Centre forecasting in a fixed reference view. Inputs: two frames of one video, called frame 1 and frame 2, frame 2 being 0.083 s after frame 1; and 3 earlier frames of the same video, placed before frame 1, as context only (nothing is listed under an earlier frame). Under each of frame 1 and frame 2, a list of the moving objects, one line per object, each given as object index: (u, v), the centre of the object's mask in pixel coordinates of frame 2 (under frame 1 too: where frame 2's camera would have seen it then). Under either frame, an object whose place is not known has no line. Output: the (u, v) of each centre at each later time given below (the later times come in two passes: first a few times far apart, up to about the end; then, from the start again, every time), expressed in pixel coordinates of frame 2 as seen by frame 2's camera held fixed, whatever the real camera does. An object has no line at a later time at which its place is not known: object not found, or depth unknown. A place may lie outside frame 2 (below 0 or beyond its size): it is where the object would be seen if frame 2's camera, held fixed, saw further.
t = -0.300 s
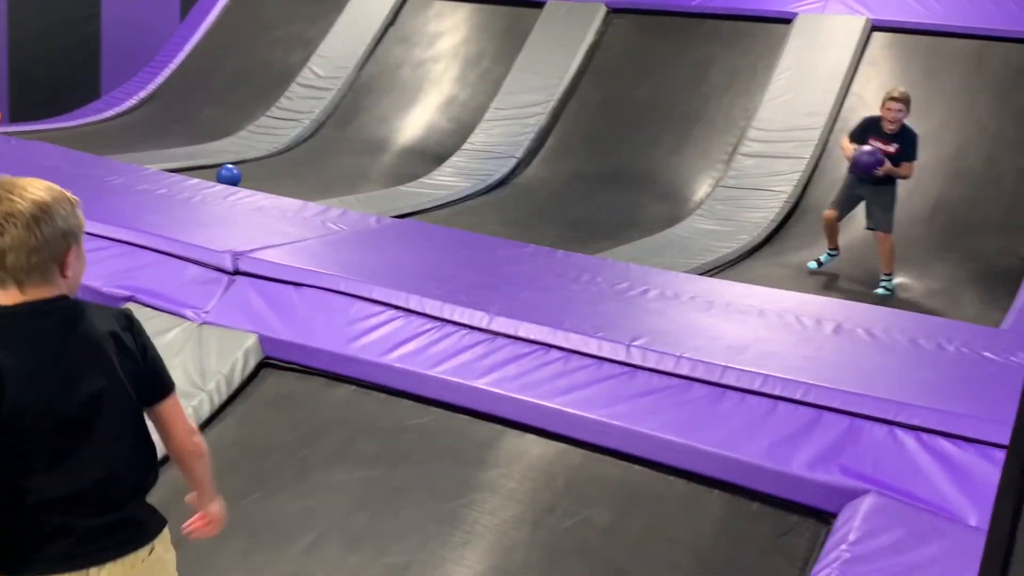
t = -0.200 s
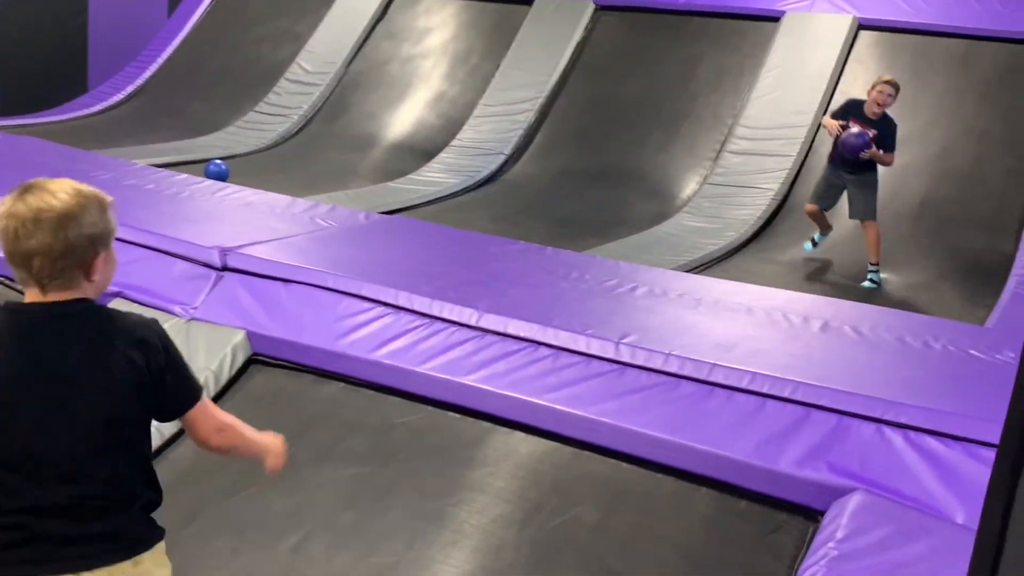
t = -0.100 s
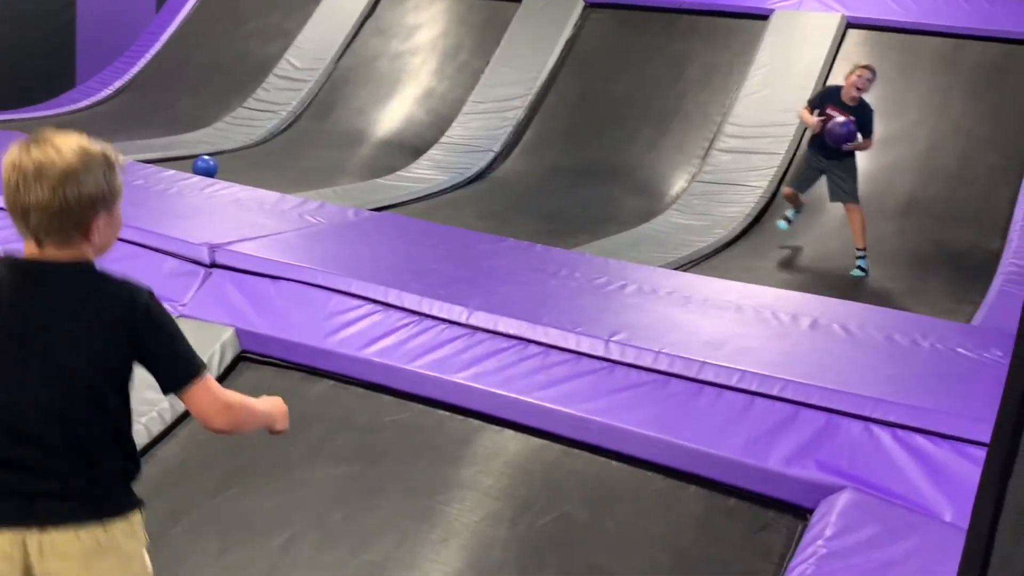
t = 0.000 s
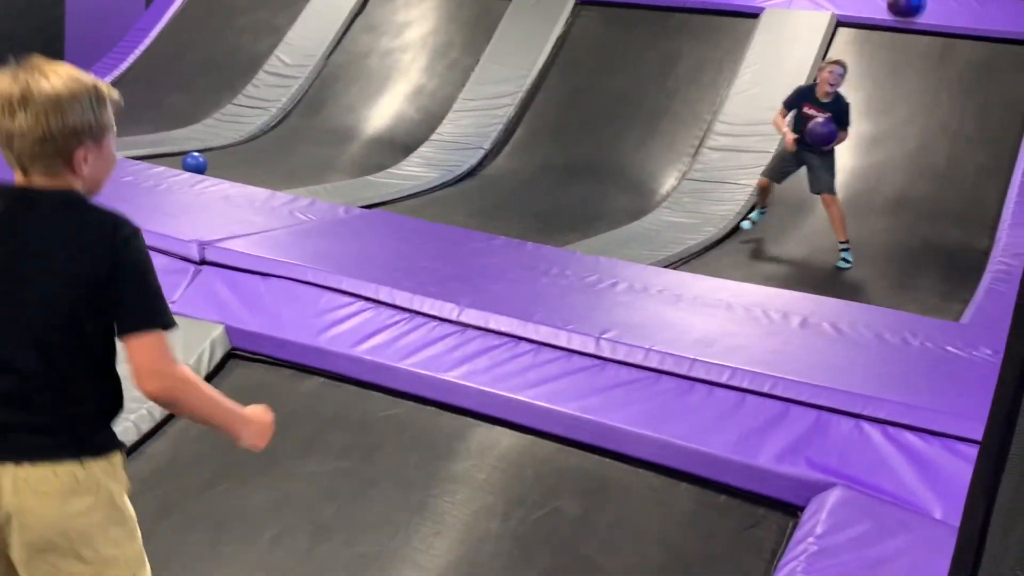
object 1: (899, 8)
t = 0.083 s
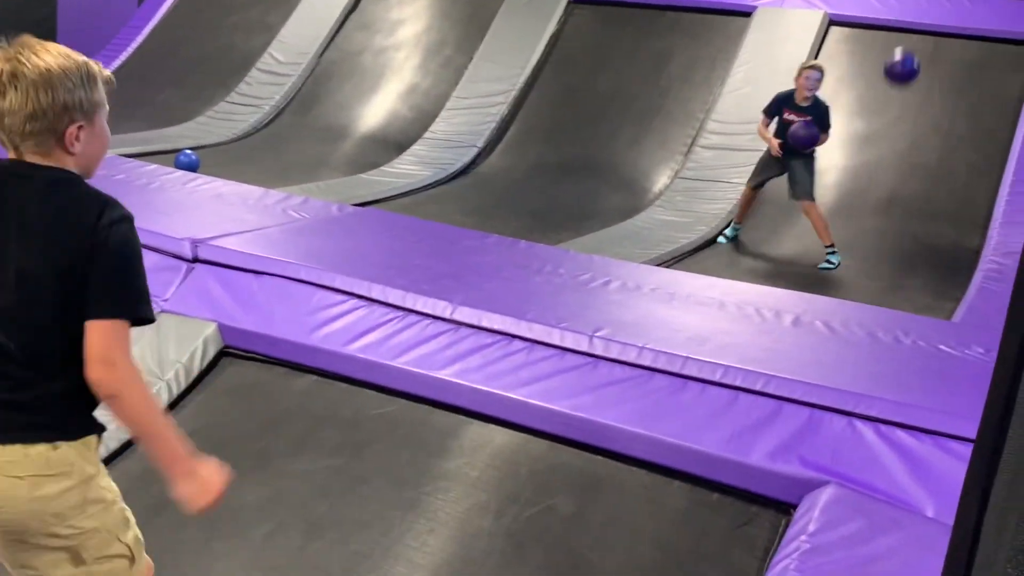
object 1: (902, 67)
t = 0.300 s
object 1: (897, 241)
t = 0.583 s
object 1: (940, 116)
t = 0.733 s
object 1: (955, 87)
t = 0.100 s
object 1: (902, 80)
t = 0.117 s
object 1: (902, 93)
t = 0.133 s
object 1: (902, 106)
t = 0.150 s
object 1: (902, 120)
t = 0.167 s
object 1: (901, 133)
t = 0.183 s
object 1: (901, 146)
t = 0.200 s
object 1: (900, 159)
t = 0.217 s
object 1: (900, 173)
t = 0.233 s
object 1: (900, 185)
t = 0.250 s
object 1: (899, 199)
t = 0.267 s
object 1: (898, 212)
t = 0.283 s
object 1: (897, 225)
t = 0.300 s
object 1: (897, 241)
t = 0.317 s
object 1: (898, 243)
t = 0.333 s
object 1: (901, 231)
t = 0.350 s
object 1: (903, 221)
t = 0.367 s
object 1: (906, 212)
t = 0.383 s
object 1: (909, 202)
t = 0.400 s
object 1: (913, 193)
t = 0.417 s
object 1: (915, 184)
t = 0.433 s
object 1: (918, 175)
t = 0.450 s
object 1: (921, 167)
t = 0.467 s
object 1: (923, 160)
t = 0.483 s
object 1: (926, 152)
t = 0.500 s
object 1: (929, 145)
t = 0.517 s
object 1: (931, 138)
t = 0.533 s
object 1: (934, 132)
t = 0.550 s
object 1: (936, 126)
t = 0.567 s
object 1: (938, 121)
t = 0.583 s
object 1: (940, 116)
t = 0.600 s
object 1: (941, 111)
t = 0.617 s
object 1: (944, 107)
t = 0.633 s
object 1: (945, 102)
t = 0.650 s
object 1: (947, 99)
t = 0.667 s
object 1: (949, 96)
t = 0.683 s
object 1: (950, 93)
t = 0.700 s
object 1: (952, 91)
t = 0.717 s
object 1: (953, 89)
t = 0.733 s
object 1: (955, 87)
